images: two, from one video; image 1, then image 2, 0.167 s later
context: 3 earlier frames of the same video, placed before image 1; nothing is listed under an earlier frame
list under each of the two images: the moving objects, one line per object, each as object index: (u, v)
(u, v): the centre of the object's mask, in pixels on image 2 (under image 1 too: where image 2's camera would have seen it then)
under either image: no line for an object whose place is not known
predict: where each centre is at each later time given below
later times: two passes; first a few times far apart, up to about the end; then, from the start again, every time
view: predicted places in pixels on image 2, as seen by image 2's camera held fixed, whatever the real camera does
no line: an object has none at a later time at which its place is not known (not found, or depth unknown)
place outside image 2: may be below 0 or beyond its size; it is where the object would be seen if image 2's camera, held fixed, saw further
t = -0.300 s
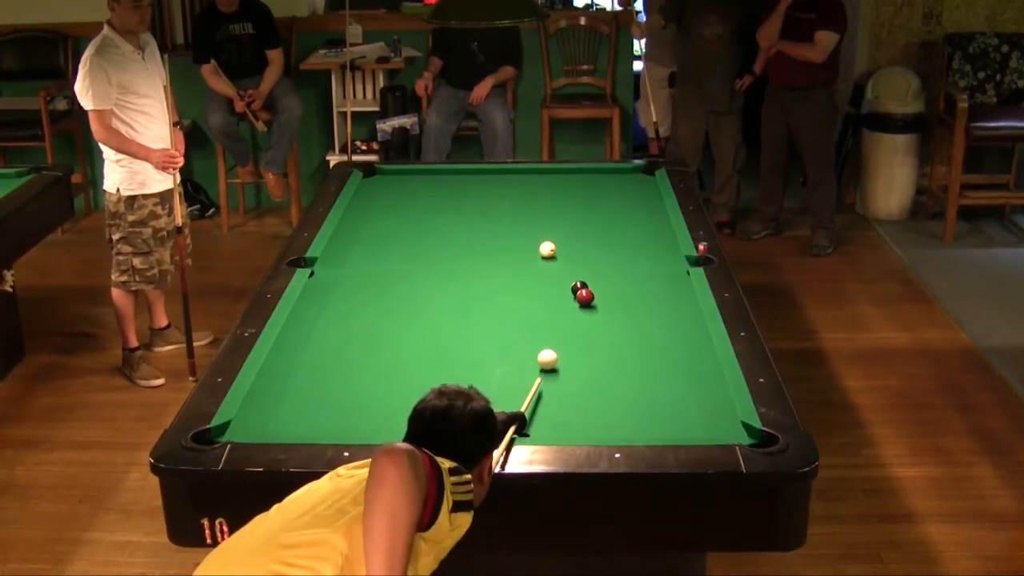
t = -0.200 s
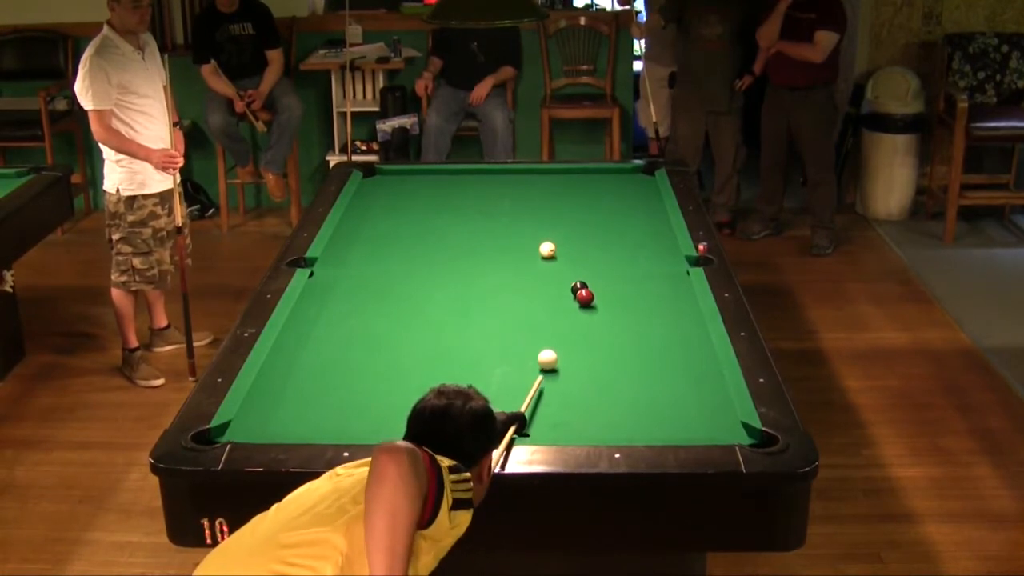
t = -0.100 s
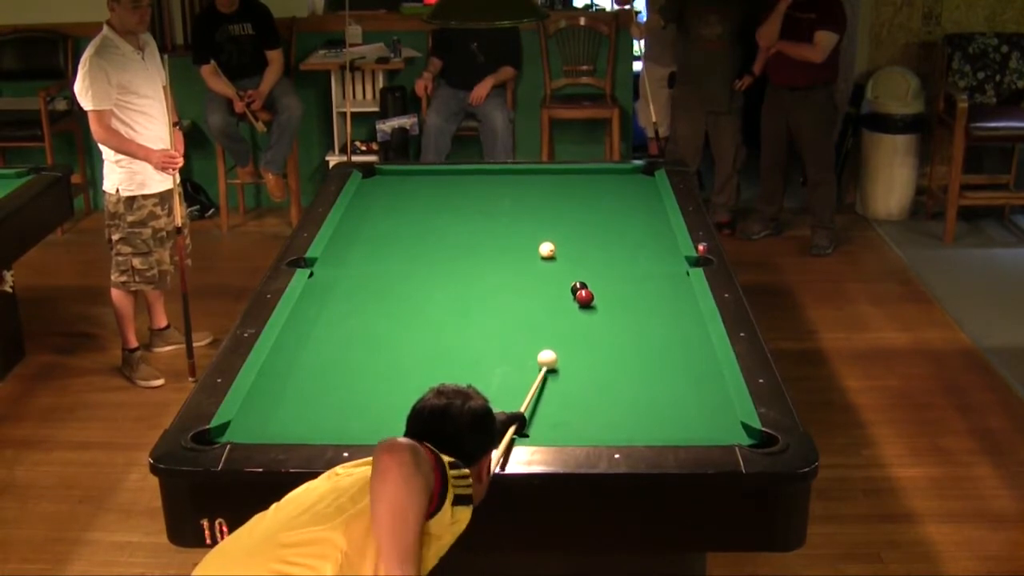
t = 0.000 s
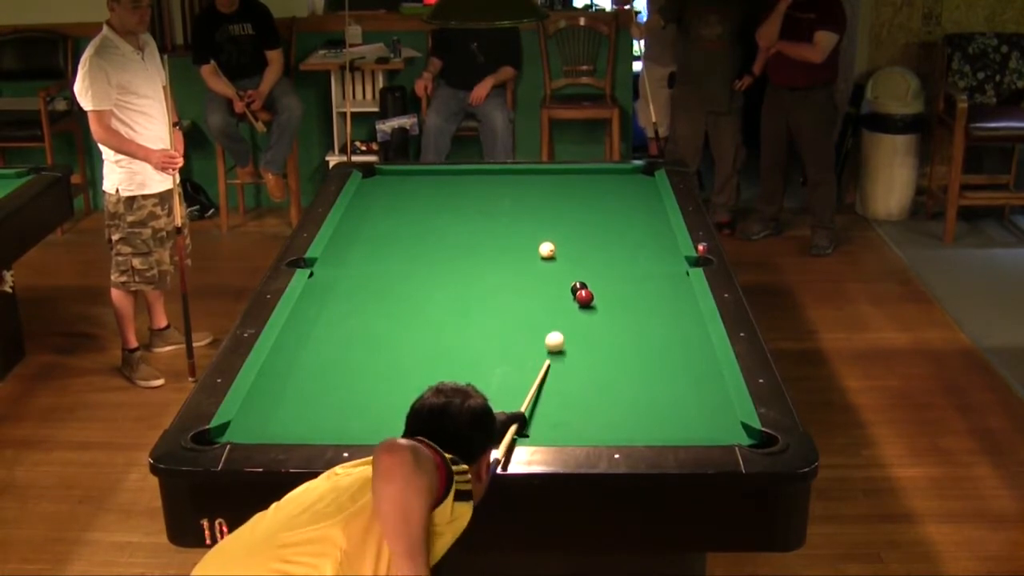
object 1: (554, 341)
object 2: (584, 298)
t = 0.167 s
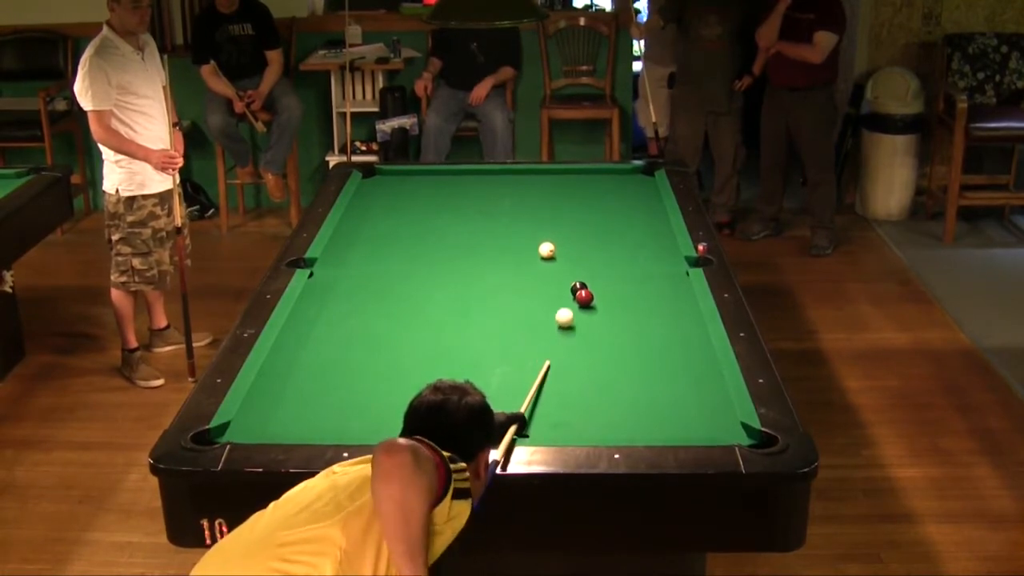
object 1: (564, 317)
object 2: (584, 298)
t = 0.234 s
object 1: (567, 310)
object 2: (584, 298)
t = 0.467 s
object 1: (561, 296)
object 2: (598, 293)
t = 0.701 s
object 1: (548, 284)
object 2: (615, 286)
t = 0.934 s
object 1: (535, 275)
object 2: (631, 280)
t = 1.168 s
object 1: (523, 266)
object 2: (645, 275)
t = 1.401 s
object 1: (512, 258)
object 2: (658, 270)
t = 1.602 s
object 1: (504, 251)
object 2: (669, 266)
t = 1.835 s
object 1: (495, 244)
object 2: (680, 262)
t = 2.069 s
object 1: (487, 238)
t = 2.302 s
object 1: (479, 232)
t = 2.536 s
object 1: (472, 226)
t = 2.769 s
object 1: (465, 221)
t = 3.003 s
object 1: (458, 217)
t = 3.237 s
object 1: (452, 213)
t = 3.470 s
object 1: (446, 209)
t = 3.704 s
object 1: (440, 206)
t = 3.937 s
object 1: (435, 203)
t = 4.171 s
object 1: (431, 200)
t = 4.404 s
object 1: (427, 197)
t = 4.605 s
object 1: (423, 196)
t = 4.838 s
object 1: (420, 194)
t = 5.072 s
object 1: (417, 192)
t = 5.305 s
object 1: (414, 190)
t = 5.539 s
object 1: (412, 189)
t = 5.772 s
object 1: (410, 188)
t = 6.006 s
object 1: (408, 187)
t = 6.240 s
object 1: (407, 186)
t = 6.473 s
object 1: (406, 186)
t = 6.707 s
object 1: (405, 186)
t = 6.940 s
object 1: (405, 186)
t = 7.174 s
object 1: (405, 186)
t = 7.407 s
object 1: (405, 186)
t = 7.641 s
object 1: (405, 186)
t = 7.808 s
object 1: (405, 186)
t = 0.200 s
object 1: (566, 313)
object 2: (584, 298)
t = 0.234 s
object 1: (567, 310)
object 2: (584, 298)
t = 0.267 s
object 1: (568, 307)
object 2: (584, 298)
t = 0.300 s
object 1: (570, 304)
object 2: (585, 298)
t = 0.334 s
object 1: (570, 302)
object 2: (586, 297)
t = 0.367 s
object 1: (567, 301)
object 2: (589, 296)
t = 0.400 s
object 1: (565, 299)
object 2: (592, 295)
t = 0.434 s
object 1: (563, 297)
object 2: (595, 294)
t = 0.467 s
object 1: (561, 296)
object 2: (598, 293)
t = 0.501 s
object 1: (559, 294)
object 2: (600, 292)
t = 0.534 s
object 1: (557, 292)
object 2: (603, 291)
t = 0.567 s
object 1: (555, 291)
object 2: (606, 290)
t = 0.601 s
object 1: (554, 289)
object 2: (608, 289)
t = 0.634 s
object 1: (551, 287)
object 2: (610, 288)
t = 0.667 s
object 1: (550, 286)
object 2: (613, 287)
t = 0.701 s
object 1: (548, 284)
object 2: (615, 286)
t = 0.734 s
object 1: (546, 283)
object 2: (618, 285)
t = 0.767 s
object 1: (544, 281)
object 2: (620, 284)
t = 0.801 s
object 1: (542, 280)
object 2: (622, 283)
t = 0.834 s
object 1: (540, 279)
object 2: (624, 283)
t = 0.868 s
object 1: (539, 277)
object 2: (626, 281)
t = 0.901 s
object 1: (537, 276)
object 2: (629, 281)
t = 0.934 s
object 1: (535, 275)
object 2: (631, 280)
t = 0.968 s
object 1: (533, 273)
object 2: (633, 279)
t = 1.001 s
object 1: (532, 272)
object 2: (635, 278)
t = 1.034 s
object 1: (530, 271)
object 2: (637, 278)
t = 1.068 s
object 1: (528, 269)
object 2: (639, 277)
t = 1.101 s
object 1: (527, 268)
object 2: (641, 277)
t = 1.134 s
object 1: (525, 267)
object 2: (643, 276)
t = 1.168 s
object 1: (523, 266)
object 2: (645, 275)
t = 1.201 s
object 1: (522, 265)
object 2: (647, 274)
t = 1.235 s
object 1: (520, 264)
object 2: (649, 273)
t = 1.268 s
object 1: (519, 262)
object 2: (651, 273)
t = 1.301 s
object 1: (517, 261)
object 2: (653, 272)
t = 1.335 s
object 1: (516, 260)
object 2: (655, 271)
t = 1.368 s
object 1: (514, 259)
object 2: (656, 270)
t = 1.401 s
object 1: (512, 258)
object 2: (658, 270)
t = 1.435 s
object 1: (511, 256)
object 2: (660, 269)
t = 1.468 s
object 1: (509, 255)
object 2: (662, 268)
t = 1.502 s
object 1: (508, 254)
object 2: (664, 267)
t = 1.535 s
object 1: (507, 253)
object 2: (665, 267)
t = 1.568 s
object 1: (505, 252)
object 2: (667, 267)
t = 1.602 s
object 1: (504, 251)
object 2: (669, 266)
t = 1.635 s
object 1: (502, 250)
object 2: (670, 265)
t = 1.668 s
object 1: (501, 249)
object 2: (672, 265)
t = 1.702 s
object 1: (500, 248)
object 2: (674, 264)
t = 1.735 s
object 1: (498, 247)
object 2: (675, 263)
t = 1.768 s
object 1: (497, 246)
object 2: (677, 263)
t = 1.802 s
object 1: (496, 245)
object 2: (678, 263)
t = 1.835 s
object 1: (495, 244)
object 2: (680, 262)
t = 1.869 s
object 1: (494, 243)
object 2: (681, 261)
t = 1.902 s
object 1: (492, 242)
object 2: (683, 260)
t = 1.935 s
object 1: (491, 241)
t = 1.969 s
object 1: (490, 240)
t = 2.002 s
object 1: (489, 239)
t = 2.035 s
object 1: (488, 239)
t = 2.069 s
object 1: (487, 238)
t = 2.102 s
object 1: (485, 237)
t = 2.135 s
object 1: (484, 236)
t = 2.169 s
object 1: (483, 235)
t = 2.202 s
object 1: (482, 234)
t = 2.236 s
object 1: (481, 233)
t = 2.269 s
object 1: (480, 232)
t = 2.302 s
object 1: (479, 232)
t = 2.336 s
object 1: (478, 231)
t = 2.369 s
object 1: (477, 230)
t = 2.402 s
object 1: (476, 229)
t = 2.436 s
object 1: (475, 229)
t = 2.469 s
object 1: (474, 228)
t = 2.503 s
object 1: (473, 227)
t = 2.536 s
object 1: (472, 226)
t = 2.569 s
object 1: (471, 225)
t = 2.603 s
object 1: (470, 225)
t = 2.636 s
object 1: (469, 224)
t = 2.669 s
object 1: (468, 223)
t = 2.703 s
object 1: (466, 223)
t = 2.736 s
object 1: (465, 222)
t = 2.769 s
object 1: (465, 221)
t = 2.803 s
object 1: (463, 220)
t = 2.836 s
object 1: (463, 220)
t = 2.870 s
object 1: (462, 219)
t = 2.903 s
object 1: (461, 219)
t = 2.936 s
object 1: (460, 218)
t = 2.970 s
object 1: (459, 218)
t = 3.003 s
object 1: (458, 217)
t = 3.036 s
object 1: (457, 216)
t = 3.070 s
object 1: (456, 216)
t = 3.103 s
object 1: (455, 215)
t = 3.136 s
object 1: (454, 214)
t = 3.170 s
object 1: (453, 214)
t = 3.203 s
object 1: (452, 213)
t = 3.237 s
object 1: (452, 213)
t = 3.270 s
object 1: (451, 212)
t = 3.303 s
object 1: (450, 212)
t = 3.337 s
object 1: (449, 211)
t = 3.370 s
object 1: (448, 211)
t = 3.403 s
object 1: (447, 210)
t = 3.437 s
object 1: (446, 210)
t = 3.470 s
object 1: (446, 209)
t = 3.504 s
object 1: (445, 209)
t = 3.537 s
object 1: (444, 208)
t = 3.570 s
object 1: (443, 208)
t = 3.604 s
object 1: (443, 207)
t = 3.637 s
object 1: (442, 207)
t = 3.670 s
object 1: (441, 206)
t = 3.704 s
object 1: (440, 206)
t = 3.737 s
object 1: (440, 205)
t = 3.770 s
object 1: (439, 205)
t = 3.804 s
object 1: (438, 204)
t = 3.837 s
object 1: (438, 204)
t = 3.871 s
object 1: (437, 204)
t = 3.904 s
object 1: (436, 203)
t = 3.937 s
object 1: (435, 203)
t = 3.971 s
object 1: (435, 202)
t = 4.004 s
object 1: (434, 202)
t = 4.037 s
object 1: (433, 201)
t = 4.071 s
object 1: (432, 201)
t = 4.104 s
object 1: (432, 201)
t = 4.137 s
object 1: (431, 200)
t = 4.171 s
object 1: (431, 200)
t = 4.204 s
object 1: (430, 200)
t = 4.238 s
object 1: (429, 199)
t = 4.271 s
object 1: (429, 199)
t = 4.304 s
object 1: (429, 198)
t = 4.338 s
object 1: (428, 198)
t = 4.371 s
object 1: (427, 198)
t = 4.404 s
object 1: (427, 197)
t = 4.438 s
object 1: (426, 197)
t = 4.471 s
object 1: (426, 196)
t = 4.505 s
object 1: (425, 196)
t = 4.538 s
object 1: (424, 196)
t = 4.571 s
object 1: (424, 196)
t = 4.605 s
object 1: (423, 196)
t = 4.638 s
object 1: (423, 195)
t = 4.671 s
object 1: (422, 195)
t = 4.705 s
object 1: (422, 195)
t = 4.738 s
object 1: (421, 194)
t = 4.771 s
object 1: (421, 194)
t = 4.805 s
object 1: (420, 194)
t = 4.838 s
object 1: (420, 194)
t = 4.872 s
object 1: (419, 193)
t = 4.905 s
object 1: (419, 193)
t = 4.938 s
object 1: (418, 193)
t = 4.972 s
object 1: (418, 193)
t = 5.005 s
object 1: (417, 192)
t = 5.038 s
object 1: (417, 192)
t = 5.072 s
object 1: (417, 192)
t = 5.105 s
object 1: (416, 192)
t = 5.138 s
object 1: (416, 192)
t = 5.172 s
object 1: (416, 191)
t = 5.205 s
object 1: (415, 191)
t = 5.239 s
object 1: (415, 191)
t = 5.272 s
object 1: (415, 191)
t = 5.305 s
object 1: (414, 190)
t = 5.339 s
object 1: (414, 190)
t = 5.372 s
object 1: (413, 190)
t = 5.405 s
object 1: (413, 190)
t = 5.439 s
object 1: (413, 190)
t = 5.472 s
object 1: (412, 189)
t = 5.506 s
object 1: (412, 189)
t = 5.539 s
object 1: (412, 189)
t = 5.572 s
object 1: (411, 189)
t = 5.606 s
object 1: (411, 189)
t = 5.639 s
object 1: (411, 189)
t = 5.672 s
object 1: (410, 188)
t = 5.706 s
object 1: (410, 188)
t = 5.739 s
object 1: (410, 188)
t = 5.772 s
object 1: (410, 188)
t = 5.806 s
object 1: (410, 188)
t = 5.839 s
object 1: (409, 188)
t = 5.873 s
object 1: (409, 188)
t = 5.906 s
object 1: (409, 188)
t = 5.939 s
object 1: (409, 187)
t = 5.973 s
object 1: (408, 187)
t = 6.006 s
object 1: (408, 187)
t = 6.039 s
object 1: (408, 187)
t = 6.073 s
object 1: (408, 187)
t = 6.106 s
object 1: (408, 187)
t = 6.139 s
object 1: (408, 187)
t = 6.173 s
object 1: (407, 186)
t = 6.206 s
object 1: (407, 186)
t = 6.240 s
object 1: (407, 186)
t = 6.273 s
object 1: (407, 186)
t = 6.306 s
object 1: (407, 186)
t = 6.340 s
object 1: (407, 186)
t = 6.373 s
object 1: (407, 186)
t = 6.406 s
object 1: (406, 186)
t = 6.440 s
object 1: (406, 186)
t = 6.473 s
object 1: (406, 186)
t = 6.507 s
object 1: (406, 186)
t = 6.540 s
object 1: (406, 186)
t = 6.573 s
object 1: (406, 186)
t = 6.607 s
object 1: (406, 186)
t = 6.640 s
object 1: (405, 186)
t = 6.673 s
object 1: (405, 186)
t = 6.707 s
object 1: (405, 186)
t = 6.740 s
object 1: (405, 186)
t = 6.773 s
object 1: (405, 186)
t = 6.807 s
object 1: (405, 186)
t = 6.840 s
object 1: (405, 186)
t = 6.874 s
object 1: (405, 186)
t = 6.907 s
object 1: (405, 186)
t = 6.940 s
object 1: (405, 186)
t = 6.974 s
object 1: (405, 186)
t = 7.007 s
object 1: (405, 186)
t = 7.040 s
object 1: (405, 186)
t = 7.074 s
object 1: (405, 186)
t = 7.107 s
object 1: (405, 186)
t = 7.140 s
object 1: (405, 186)
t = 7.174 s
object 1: (405, 186)
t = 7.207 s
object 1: (405, 186)
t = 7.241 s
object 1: (405, 186)
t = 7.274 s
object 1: (405, 186)
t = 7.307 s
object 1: (405, 186)
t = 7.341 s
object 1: (405, 186)
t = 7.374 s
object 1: (405, 186)
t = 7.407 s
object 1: (405, 186)
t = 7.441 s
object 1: (405, 186)
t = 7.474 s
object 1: (405, 186)
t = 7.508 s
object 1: (405, 186)
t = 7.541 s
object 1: (405, 186)
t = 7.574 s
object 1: (405, 186)
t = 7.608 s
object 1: (405, 186)
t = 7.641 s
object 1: (405, 186)
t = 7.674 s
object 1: (405, 186)
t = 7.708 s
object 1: (405, 186)
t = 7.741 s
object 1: (405, 186)
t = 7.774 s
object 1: (405, 186)
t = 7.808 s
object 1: (405, 186)
